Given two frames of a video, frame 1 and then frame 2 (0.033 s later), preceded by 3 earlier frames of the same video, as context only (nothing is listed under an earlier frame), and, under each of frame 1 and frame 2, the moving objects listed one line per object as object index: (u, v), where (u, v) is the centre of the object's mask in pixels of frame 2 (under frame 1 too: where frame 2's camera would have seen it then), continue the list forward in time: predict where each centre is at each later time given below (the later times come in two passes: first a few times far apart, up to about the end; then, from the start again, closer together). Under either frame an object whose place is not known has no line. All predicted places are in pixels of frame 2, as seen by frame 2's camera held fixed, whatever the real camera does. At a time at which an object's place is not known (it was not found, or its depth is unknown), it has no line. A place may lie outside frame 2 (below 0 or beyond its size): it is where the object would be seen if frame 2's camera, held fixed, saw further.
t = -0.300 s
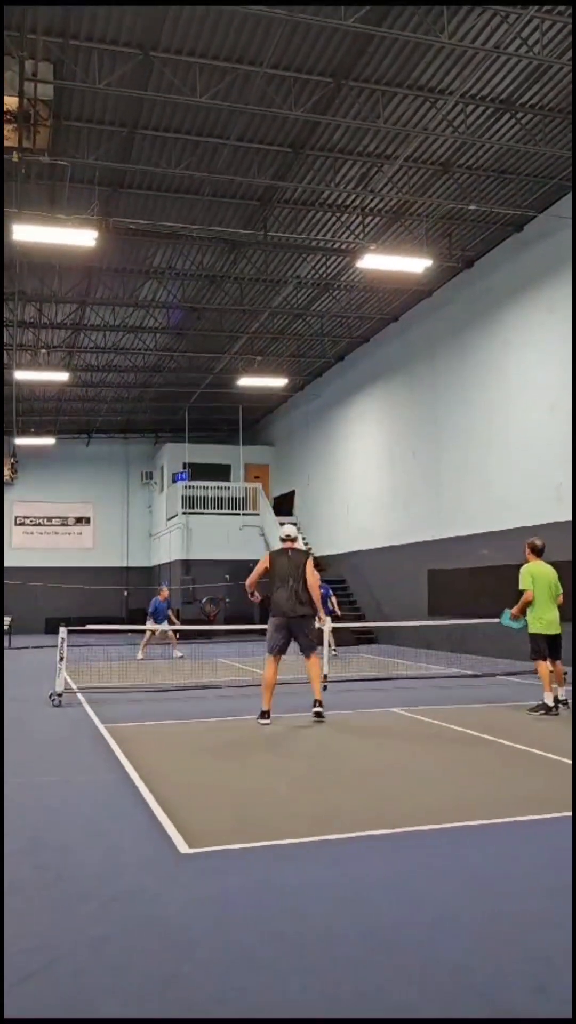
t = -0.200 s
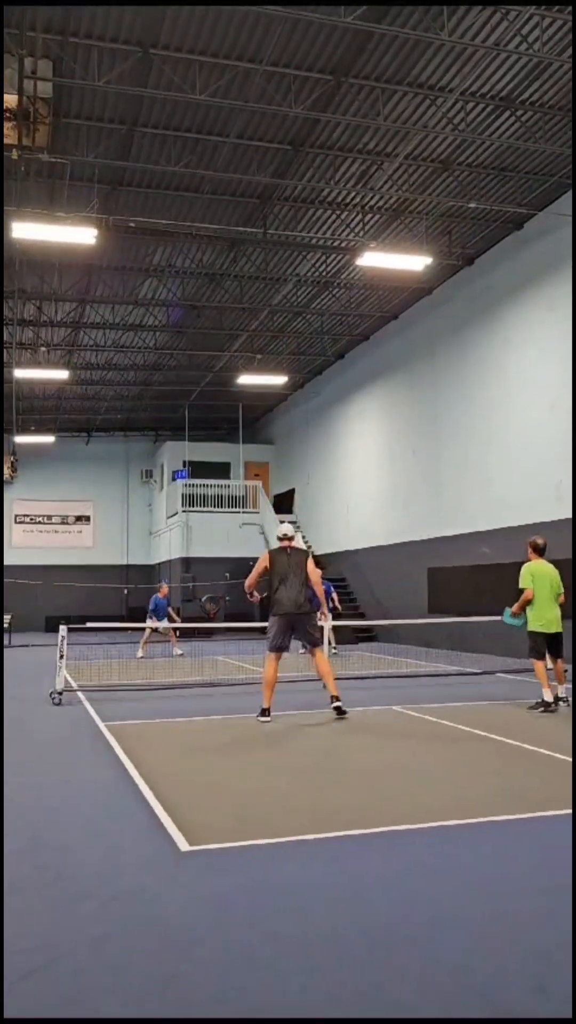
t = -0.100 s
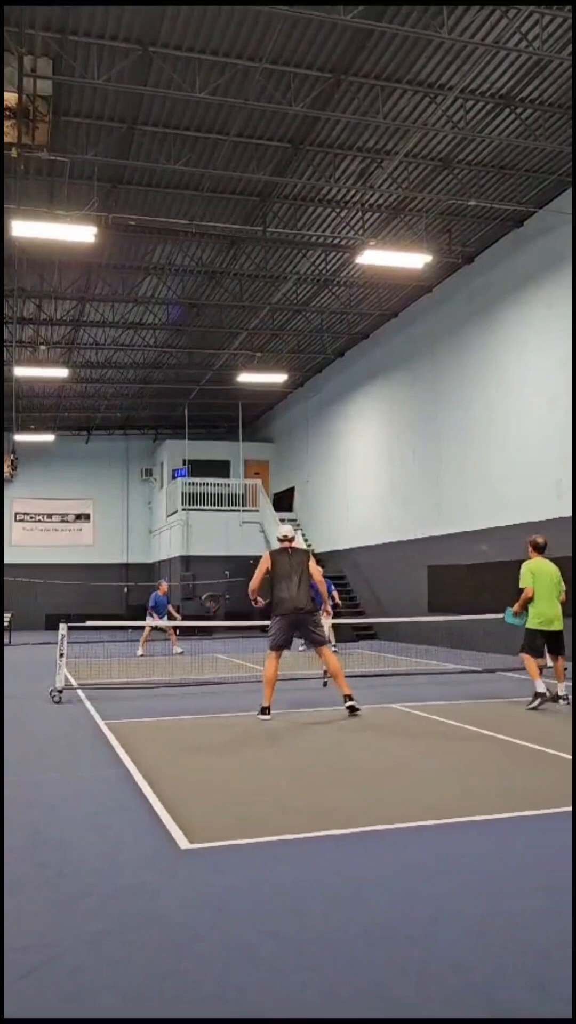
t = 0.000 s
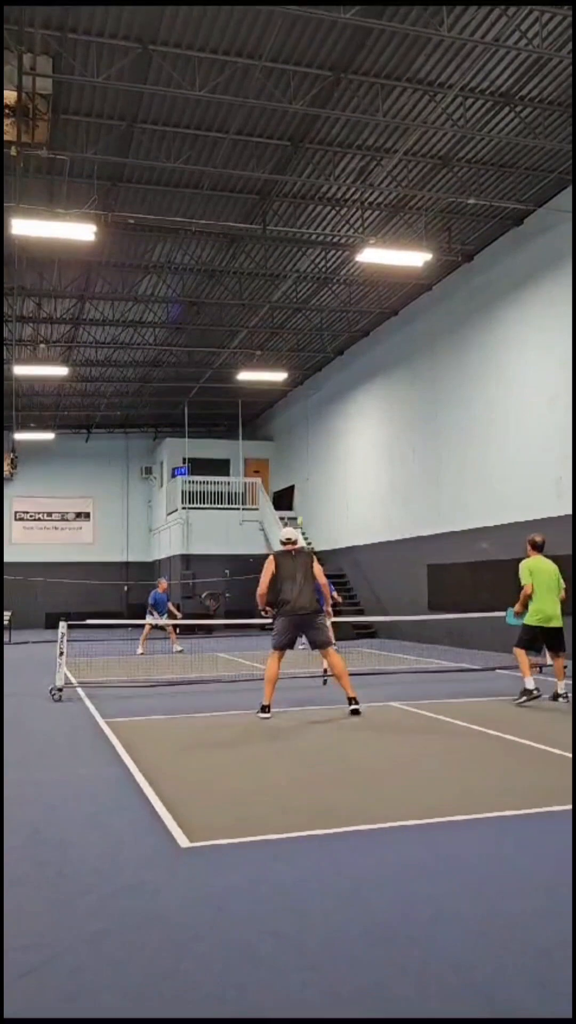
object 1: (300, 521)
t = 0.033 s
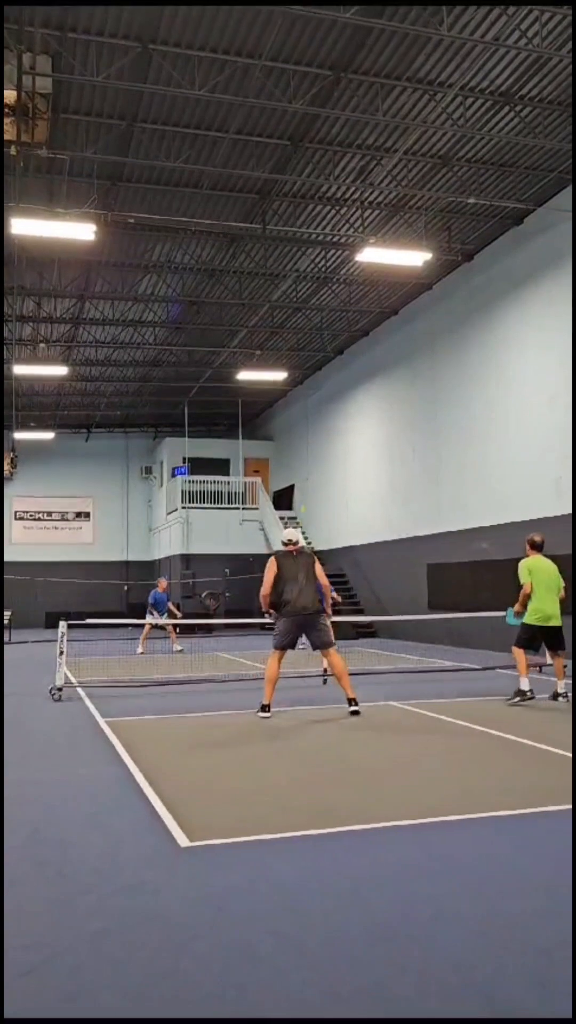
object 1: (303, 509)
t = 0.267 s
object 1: (333, 446)
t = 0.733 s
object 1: (414, 363)
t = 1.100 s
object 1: (523, 391)
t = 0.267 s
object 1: (333, 446)
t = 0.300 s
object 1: (338, 436)
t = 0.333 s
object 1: (342, 428)
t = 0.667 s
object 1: (399, 368)
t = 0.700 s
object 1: (406, 365)
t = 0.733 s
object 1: (414, 363)
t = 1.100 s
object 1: (523, 391)
